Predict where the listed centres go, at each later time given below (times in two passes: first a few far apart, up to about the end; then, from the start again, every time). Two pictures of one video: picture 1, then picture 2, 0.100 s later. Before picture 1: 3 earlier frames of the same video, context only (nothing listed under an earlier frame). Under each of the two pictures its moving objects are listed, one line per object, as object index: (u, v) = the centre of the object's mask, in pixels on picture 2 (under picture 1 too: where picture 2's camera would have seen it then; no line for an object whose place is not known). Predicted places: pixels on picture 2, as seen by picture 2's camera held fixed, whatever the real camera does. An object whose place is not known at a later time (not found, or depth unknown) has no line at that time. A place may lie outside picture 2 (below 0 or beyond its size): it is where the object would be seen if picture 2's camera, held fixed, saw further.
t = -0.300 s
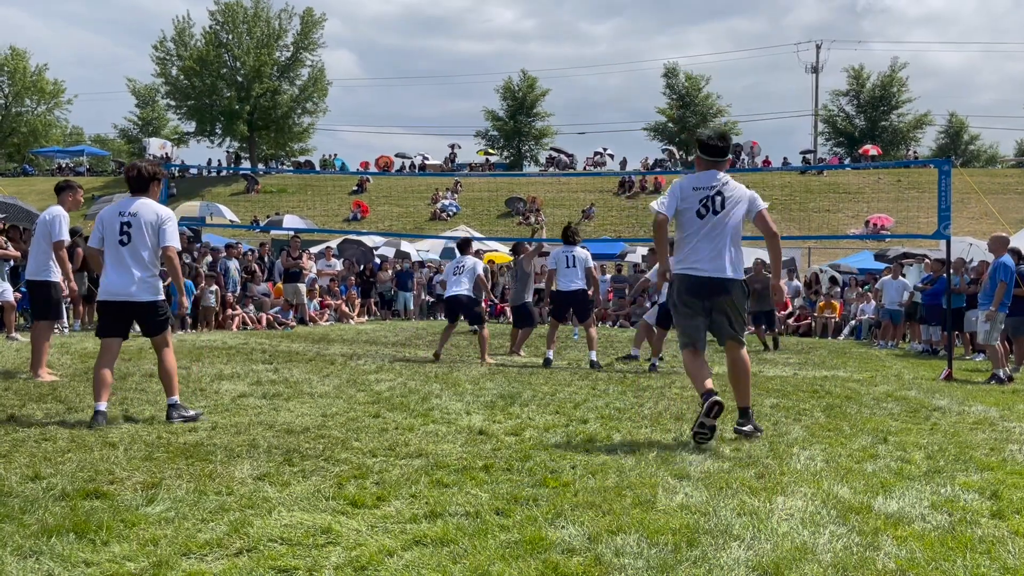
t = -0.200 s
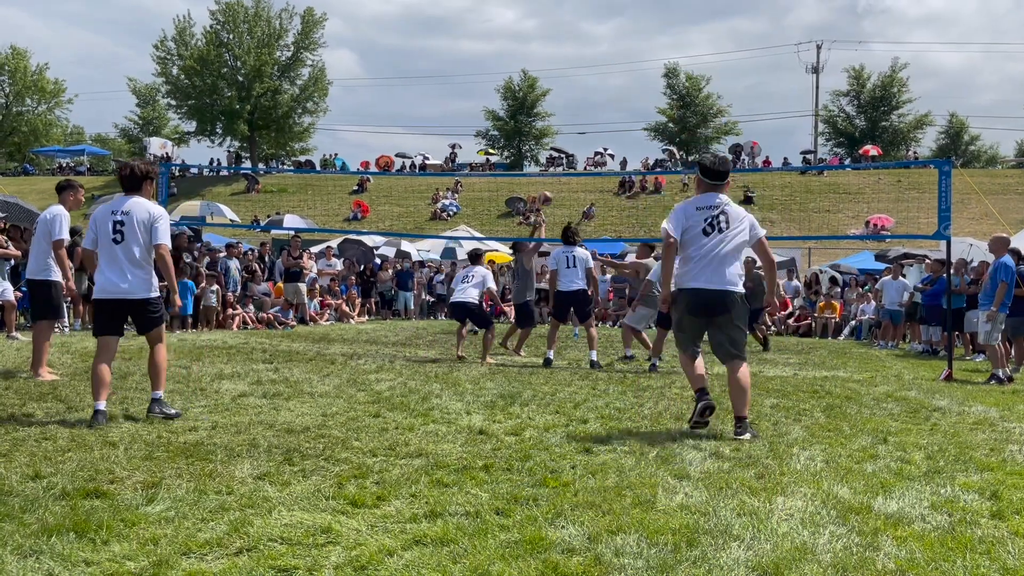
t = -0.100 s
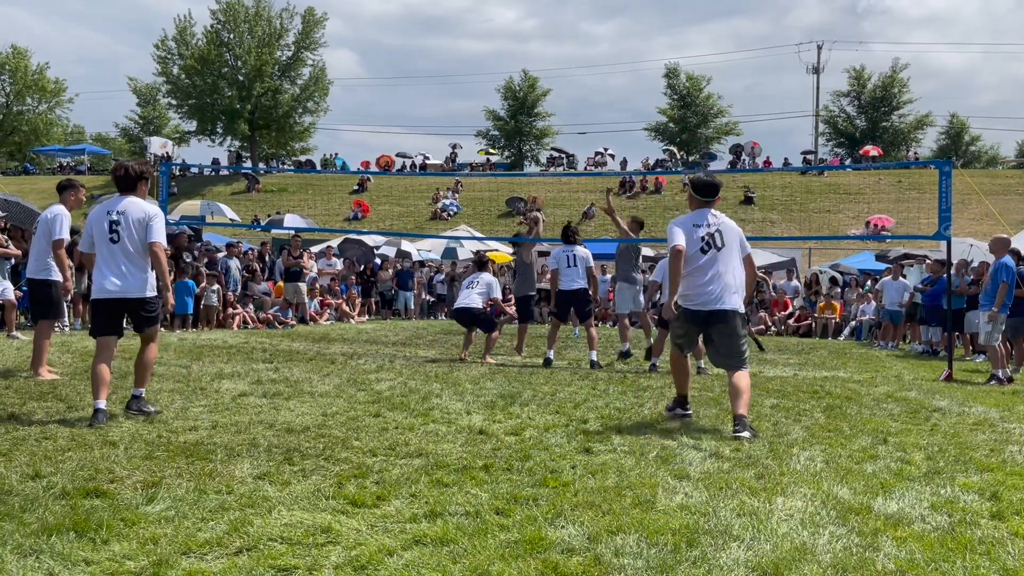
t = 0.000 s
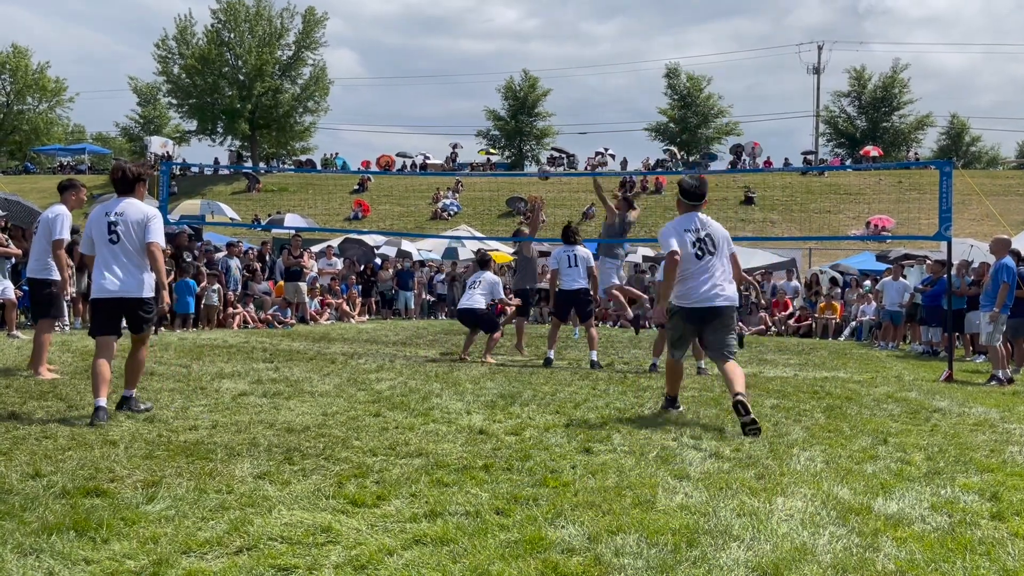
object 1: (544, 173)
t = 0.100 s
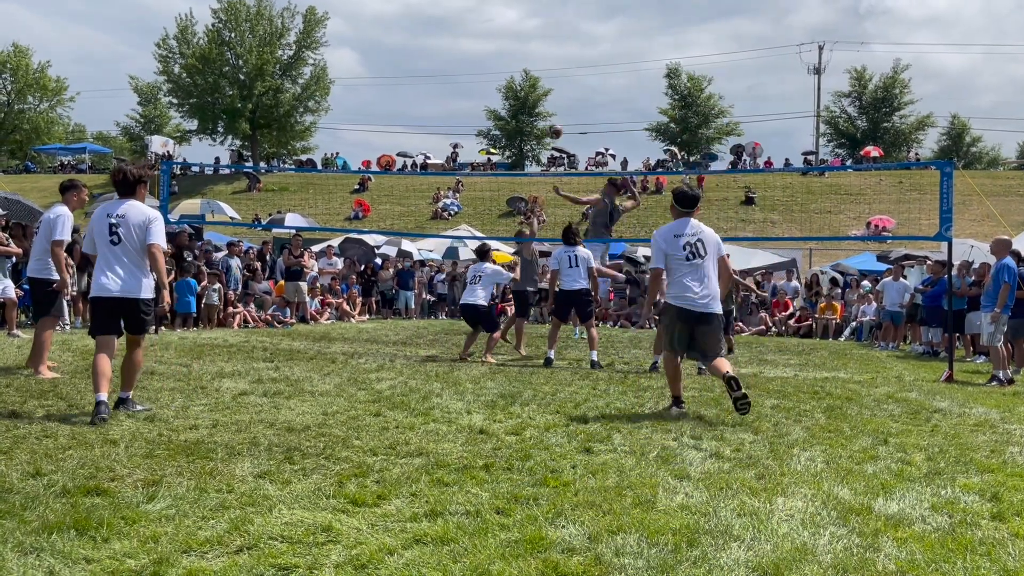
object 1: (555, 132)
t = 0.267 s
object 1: (570, 79)
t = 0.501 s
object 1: (592, 41)
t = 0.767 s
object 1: (614, 47)
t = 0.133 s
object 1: (558, 119)
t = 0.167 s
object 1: (561, 108)
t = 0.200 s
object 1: (564, 98)
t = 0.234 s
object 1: (567, 88)
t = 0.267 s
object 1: (570, 79)
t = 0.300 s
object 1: (573, 71)
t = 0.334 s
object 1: (577, 64)
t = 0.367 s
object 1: (580, 58)
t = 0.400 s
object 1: (583, 52)
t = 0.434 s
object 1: (586, 48)
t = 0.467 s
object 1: (589, 44)
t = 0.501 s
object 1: (592, 41)
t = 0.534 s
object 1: (595, 39)
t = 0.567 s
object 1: (598, 37)
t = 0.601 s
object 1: (600, 37)
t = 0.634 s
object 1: (603, 37)
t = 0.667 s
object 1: (606, 38)
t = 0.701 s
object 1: (609, 40)
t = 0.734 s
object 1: (612, 43)
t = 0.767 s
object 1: (614, 47)
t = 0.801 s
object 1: (617, 51)
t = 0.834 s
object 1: (620, 57)
